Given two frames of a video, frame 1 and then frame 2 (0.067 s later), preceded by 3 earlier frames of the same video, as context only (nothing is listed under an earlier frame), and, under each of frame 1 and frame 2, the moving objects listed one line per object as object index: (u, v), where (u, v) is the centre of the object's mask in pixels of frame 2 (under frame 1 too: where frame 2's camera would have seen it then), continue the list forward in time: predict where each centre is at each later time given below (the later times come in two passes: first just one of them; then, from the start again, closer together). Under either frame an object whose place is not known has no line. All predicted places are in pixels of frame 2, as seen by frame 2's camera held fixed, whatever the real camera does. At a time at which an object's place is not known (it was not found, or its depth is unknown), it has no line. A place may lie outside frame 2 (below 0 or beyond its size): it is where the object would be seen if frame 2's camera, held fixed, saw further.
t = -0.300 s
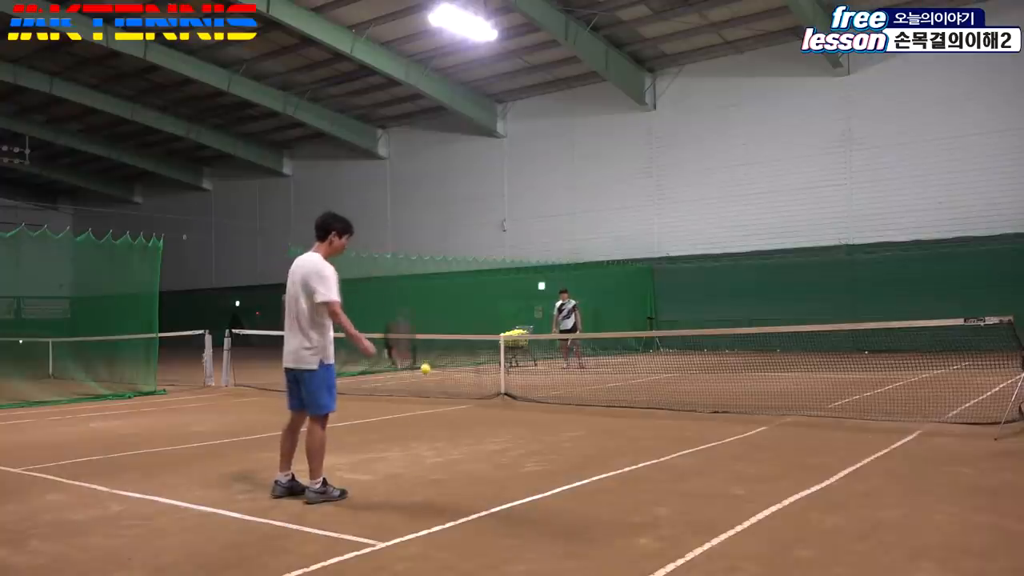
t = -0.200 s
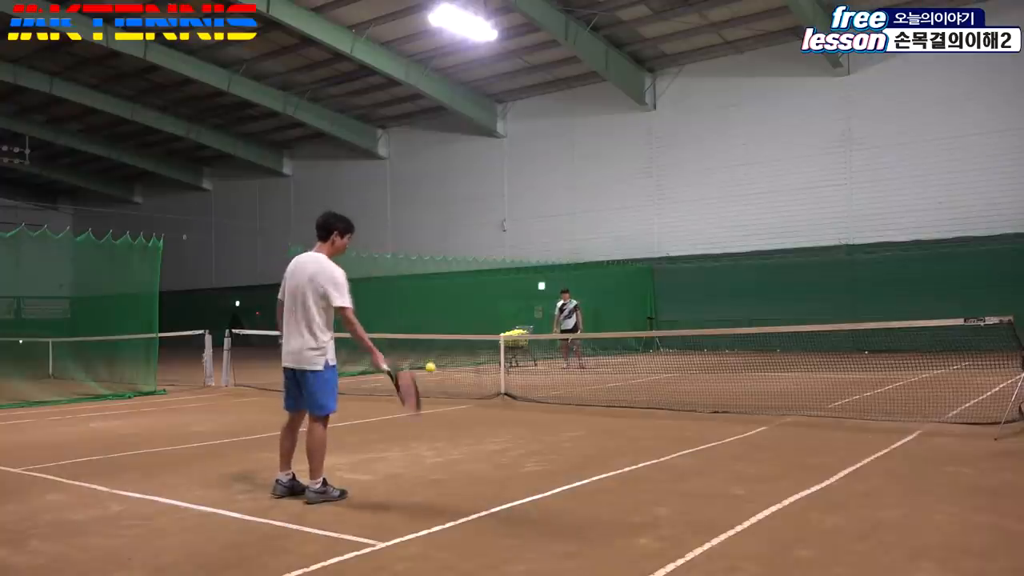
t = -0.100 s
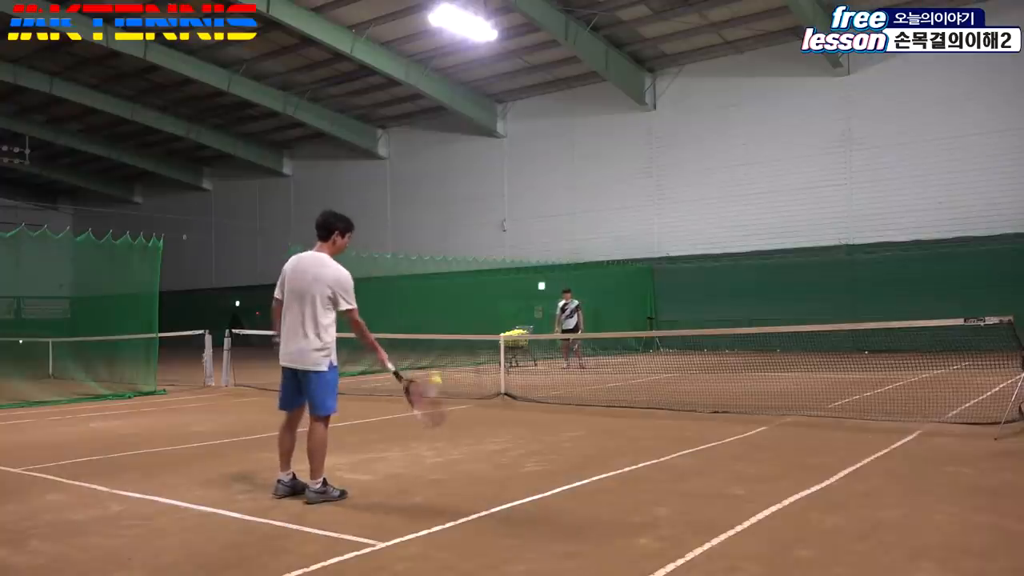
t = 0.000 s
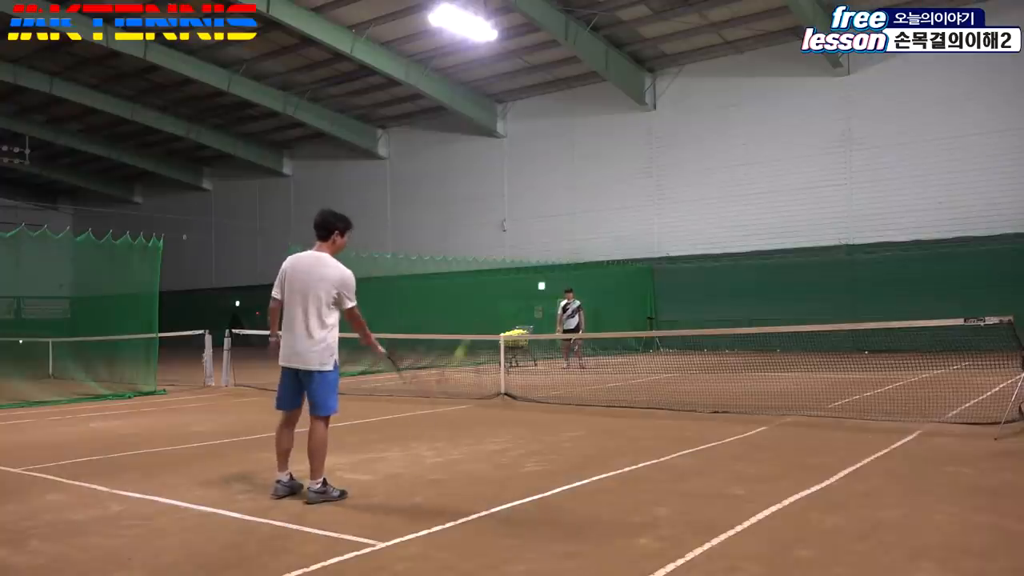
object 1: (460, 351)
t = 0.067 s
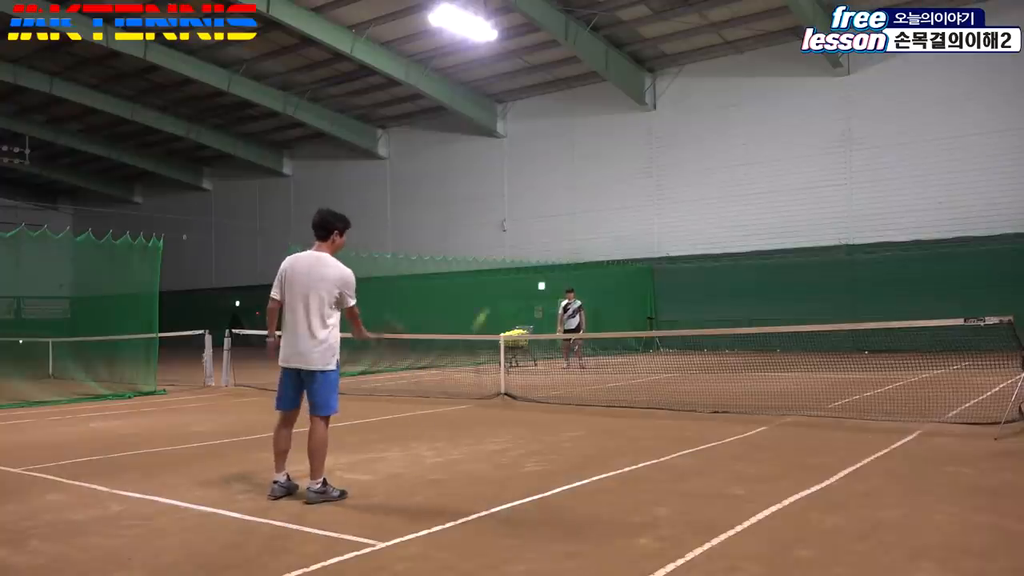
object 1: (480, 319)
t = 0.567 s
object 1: (564, 290)
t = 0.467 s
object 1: (553, 278)
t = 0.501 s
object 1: (557, 281)
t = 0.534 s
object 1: (561, 285)
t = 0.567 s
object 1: (564, 290)
